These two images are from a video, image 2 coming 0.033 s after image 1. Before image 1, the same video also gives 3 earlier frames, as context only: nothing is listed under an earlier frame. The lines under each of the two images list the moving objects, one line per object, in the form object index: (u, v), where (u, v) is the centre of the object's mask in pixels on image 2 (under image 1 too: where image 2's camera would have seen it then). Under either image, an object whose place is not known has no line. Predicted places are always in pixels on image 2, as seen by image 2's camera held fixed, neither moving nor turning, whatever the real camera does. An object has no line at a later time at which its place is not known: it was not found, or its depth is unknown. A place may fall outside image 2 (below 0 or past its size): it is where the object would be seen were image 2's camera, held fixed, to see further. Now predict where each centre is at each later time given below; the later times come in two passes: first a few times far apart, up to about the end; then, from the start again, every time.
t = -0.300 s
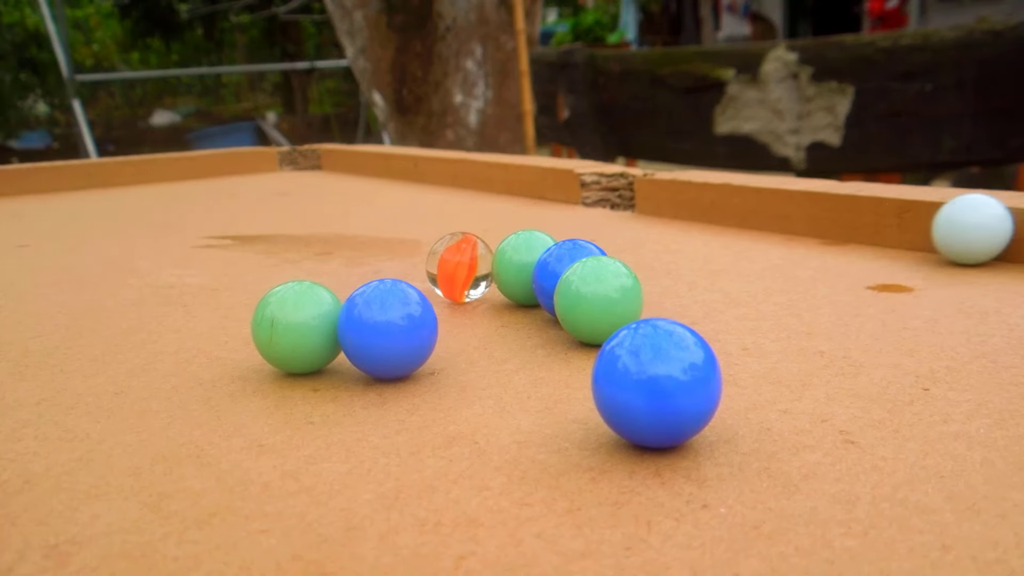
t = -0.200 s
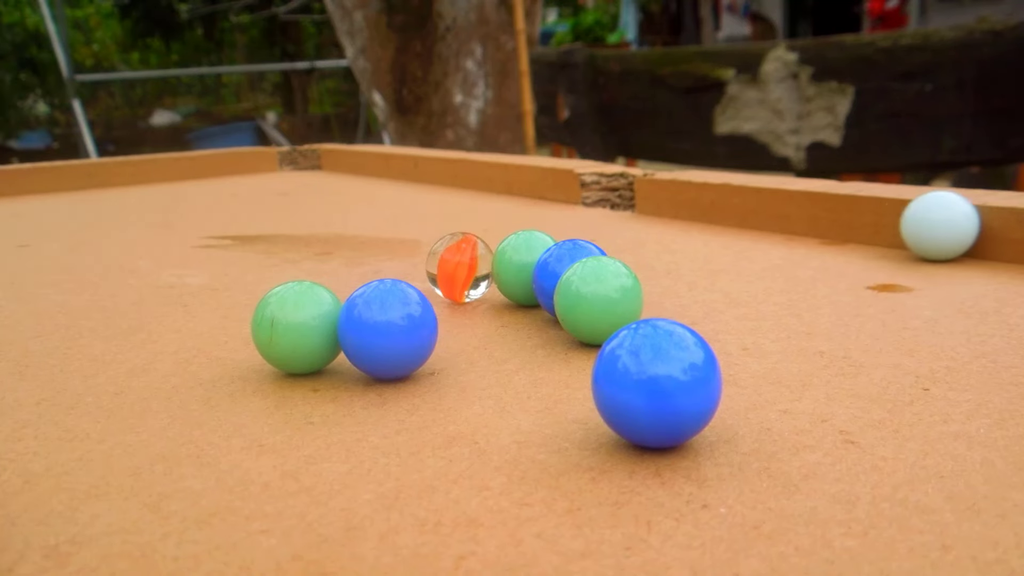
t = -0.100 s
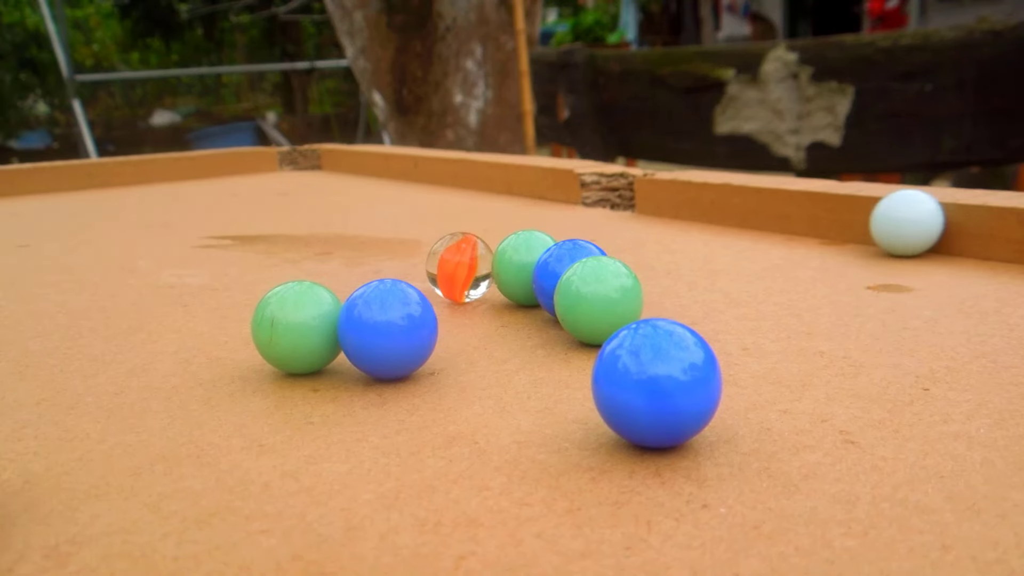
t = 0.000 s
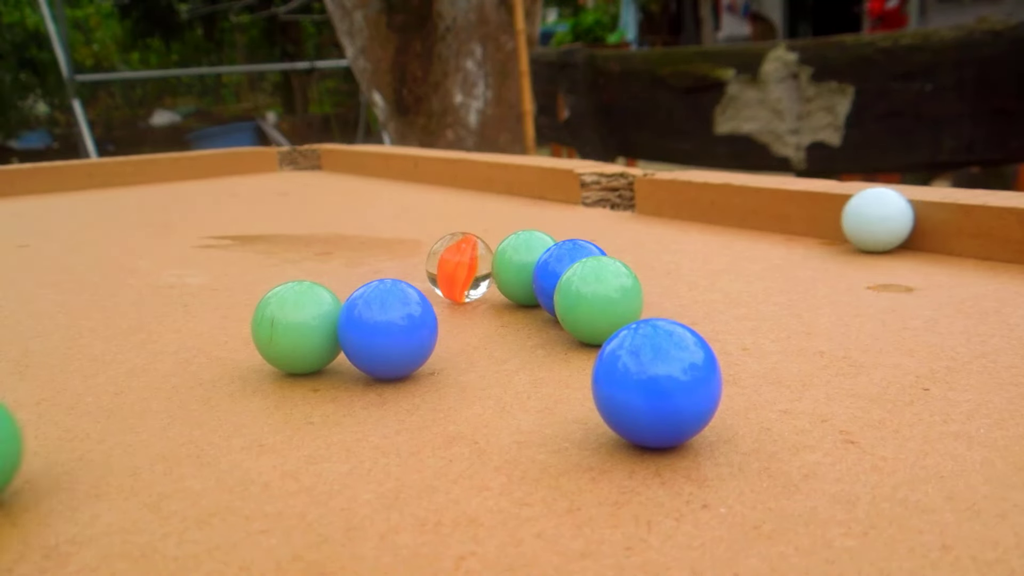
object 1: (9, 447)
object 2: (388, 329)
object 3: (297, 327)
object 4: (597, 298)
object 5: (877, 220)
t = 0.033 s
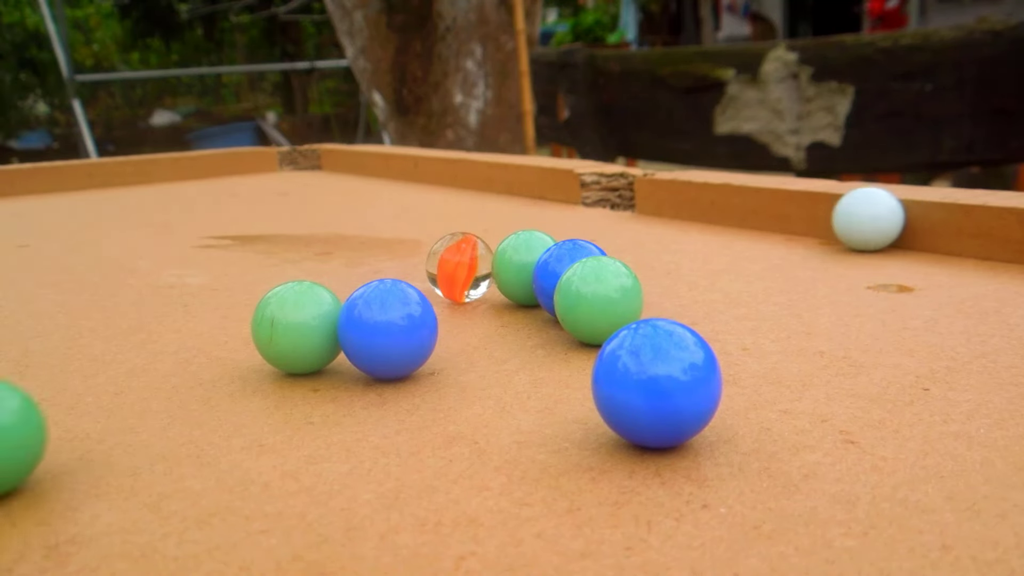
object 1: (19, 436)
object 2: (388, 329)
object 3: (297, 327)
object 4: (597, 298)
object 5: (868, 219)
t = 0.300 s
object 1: (123, 365)
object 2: (388, 329)
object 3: (297, 327)
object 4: (597, 298)
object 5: (815, 212)
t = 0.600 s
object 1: (226, 314)
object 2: (420, 329)
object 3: (312, 322)
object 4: (597, 298)
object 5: (771, 208)
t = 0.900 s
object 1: (275, 273)
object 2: (524, 325)
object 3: (314, 322)
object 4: (601, 297)
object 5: (742, 205)
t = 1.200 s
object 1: (360, 251)
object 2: (579, 318)
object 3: (314, 321)
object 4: (636, 284)
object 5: (745, 206)
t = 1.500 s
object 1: (451, 219)
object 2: (623, 298)
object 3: (314, 321)
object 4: (685, 280)
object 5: (749, 206)
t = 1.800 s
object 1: (553, 205)
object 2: (715, 290)
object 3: (314, 321)
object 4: (710, 243)
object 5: (749, 206)
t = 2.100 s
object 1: (603, 194)
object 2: (798, 267)
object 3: (314, 321)
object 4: (743, 242)
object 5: (749, 198)
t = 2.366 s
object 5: (741, 203)
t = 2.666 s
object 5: (736, 204)
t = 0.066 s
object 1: (28, 425)
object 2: (388, 329)
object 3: (297, 327)
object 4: (597, 298)
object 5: (859, 218)
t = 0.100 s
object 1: (36, 416)
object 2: (388, 329)
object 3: (297, 327)
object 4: (597, 298)
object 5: (850, 217)
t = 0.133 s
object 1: (44, 407)
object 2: (388, 329)
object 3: (297, 327)
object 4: (597, 298)
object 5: (842, 216)
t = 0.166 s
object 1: (54, 398)
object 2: (388, 329)
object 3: (297, 327)
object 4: (597, 298)
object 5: (835, 215)
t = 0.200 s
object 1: (69, 390)
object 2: (388, 329)
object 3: (297, 327)
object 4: (597, 298)
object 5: (829, 214)
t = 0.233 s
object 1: (88, 381)
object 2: (388, 329)
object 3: (297, 327)
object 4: (597, 298)
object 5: (824, 213)
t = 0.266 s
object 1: (105, 373)
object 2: (388, 329)
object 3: (297, 327)
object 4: (597, 298)
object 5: (819, 213)
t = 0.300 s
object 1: (123, 365)
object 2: (388, 329)
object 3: (297, 327)
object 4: (597, 298)
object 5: (815, 212)
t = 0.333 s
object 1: (142, 358)
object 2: (388, 329)
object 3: (297, 327)
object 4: (597, 298)
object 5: (810, 212)
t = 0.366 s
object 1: (161, 351)
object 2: (388, 329)
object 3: (297, 327)
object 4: (597, 298)
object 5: (805, 212)
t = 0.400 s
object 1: (180, 345)
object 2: (388, 329)
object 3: (297, 327)
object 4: (597, 298)
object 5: (799, 211)
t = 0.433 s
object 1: (201, 339)
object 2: (388, 329)
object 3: (297, 327)
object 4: (597, 298)
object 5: (794, 211)
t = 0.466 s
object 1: (207, 334)
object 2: (395, 329)
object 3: (301, 326)
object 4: (597, 298)
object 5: (789, 210)
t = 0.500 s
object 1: (212, 329)
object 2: (401, 329)
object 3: (303, 325)
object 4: (597, 298)
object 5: (784, 210)
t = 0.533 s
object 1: (216, 324)
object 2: (407, 329)
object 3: (306, 324)
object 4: (597, 298)
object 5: (779, 209)
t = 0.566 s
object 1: (221, 319)
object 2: (413, 329)
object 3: (310, 323)
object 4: (597, 298)
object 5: (775, 209)
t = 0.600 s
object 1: (226, 314)
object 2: (420, 329)
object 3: (312, 322)
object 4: (597, 298)
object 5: (771, 208)
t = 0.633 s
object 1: (231, 310)
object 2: (428, 329)
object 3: (314, 321)
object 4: (597, 298)
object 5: (768, 208)
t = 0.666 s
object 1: (237, 305)
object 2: (437, 329)
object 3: (316, 321)
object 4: (597, 298)
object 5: (765, 208)
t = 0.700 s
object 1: (242, 301)
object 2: (448, 329)
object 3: (316, 320)
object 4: (597, 298)
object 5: (762, 207)
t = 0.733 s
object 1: (246, 296)
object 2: (459, 329)
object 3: (315, 320)
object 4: (597, 298)
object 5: (758, 207)
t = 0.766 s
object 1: (250, 292)
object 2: (470, 329)
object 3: (314, 321)
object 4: (597, 298)
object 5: (755, 207)
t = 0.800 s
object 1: (255, 287)
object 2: (484, 329)
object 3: (313, 322)
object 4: (597, 298)
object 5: (751, 207)
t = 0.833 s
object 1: (261, 282)
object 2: (499, 328)
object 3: (313, 322)
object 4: (597, 299)
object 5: (748, 206)
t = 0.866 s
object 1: (267, 277)
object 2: (512, 326)
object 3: (314, 322)
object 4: (598, 298)
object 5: (745, 206)
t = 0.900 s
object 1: (275, 273)
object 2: (524, 325)
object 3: (314, 322)
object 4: (601, 297)
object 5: (742, 205)
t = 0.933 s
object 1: (283, 268)
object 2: (535, 323)
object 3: (314, 322)
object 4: (605, 295)
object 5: (741, 205)
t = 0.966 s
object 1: (293, 264)
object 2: (546, 322)
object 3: (314, 322)
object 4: (609, 292)
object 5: (740, 205)
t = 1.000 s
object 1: (303, 261)
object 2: (555, 322)
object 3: (314, 322)
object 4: (613, 289)
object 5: (739, 205)
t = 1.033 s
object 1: (314, 259)
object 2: (561, 321)
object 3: (315, 322)
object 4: (617, 287)
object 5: (740, 205)
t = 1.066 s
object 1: (324, 257)
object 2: (566, 320)
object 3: (314, 322)
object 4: (620, 285)
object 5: (741, 205)
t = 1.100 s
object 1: (333, 256)
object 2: (569, 320)
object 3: (314, 322)
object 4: (623, 285)
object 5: (741, 205)
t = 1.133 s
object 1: (342, 255)
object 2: (572, 320)
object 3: (314, 321)
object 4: (627, 284)
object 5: (742, 205)
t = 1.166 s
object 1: (351, 254)
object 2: (575, 319)
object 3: (314, 321)
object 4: (631, 284)
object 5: (744, 206)
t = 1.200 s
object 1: (360, 251)
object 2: (579, 318)
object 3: (314, 321)
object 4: (636, 284)
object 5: (745, 206)
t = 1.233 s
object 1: (370, 248)
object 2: (583, 316)
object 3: (314, 321)
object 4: (643, 284)
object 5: (746, 206)
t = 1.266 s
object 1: (379, 245)
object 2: (588, 314)
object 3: (314, 321)
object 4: (649, 284)
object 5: (747, 206)
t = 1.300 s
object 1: (389, 242)
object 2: (593, 311)
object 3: (314, 321)
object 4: (655, 283)
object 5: (748, 206)
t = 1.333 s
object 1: (399, 240)
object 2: (596, 310)
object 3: (314, 321)
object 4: (660, 283)
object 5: (749, 206)
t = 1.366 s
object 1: (409, 237)
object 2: (599, 307)
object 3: (314, 321)
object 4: (664, 283)
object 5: (749, 206)
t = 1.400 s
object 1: (419, 232)
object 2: (603, 306)
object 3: (314, 321)
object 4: (668, 282)
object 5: (749, 206)
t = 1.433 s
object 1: (428, 227)
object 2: (608, 303)
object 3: (314, 321)
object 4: (673, 282)
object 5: (749, 206)
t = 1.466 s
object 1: (440, 223)
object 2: (615, 301)
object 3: (314, 321)
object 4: (678, 281)
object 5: (749, 206)
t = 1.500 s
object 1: (451, 219)
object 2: (623, 298)
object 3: (314, 321)
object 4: (685, 280)
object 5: (749, 206)
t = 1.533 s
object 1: (465, 218)
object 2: (633, 295)
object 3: (314, 321)
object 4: (691, 279)
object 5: (749, 206)
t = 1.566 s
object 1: (476, 218)
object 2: (642, 293)
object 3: (314, 321)
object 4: (697, 277)
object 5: (749, 206)
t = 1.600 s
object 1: (486, 218)
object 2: (653, 292)
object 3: (314, 321)
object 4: (703, 273)
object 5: (749, 206)
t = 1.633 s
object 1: (497, 216)
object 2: (663, 291)
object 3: (314, 321)
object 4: (708, 268)
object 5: (749, 206)
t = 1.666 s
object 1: (508, 212)
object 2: (674, 290)
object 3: (314, 321)
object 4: (711, 262)
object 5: (749, 206)
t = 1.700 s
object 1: (520, 210)
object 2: (685, 291)
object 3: (314, 321)
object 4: (712, 255)
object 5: (749, 206)
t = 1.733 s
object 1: (531, 208)
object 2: (695, 291)
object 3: (314, 321)
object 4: (711, 249)
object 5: (749, 206)
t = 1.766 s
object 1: (542, 207)
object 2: (705, 290)
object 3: (314, 321)
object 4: (710, 245)
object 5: (749, 206)
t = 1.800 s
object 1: (553, 205)
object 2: (715, 290)
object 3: (314, 321)
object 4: (710, 243)
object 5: (749, 206)
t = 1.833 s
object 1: (565, 202)
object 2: (726, 288)
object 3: (314, 321)
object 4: (712, 242)
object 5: (749, 206)
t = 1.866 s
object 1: (576, 200)
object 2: (737, 286)
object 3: (314, 321)
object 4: (714, 243)
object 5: (750, 205)
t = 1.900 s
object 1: (588, 198)
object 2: (747, 284)
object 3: (314, 321)
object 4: (716, 244)
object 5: (750, 204)
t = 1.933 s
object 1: (600, 196)
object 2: (758, 281)
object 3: (314, 321)
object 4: (720, 246)
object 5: (750, 203)
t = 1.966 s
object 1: (612, 194)
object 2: (766, 278)
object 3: (314, 321)
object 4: (723, 246)
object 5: (750, 202)
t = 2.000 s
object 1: (619, 193)
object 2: (774, 275)
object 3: (314, 321)
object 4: (728, 245)
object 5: (750, 201)
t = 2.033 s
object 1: (613, 193)
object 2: (782, 273)
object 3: (314, 321)
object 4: (733, 244)
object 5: (750, 200)
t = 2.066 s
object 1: (607, 194)
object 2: (790, 270)
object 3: (314, 321)
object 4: (738, 243)
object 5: (750, 199)
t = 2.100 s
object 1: (603, 194)
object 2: (798, 267)
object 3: (314, 321)
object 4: (743, 242)
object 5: (749, 198)
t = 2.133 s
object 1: (600, 194)
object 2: (806, 263)
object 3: (314, 321)
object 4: (748, 240)
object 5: (748, 197)
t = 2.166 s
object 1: (598, 194)
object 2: (814, 260)
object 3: (314, 321)
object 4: (753, 238)
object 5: (747, 197)
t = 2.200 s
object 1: (598, 194)
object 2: (822, 256)
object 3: (314, 321)
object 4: (758, 235)
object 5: (746, 197)
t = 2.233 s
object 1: (598, 194)
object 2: (831, 253)
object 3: (314, 321)
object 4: (764, 233)
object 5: (744, 197)
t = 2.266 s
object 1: (599, 194)
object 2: (842, 250)
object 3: (314, 321)
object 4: (769, 231)
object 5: (743, 199)
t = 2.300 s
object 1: (602, 193)
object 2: (852, 248)
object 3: (314, 321)
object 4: (773, 228)
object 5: (742, 200)
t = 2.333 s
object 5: (741, 202)
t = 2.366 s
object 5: (741, 203)
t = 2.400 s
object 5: (742, 204)
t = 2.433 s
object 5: (743, 205)
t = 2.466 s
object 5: (745, 206)
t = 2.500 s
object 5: (745, 206)
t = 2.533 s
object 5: (742, 205)
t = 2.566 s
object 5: (739, 205)
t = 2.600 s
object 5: (737, 205)
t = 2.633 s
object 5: (736, 204)
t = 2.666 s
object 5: (736, 204)
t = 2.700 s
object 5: (735, 204)
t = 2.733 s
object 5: (736, 204)
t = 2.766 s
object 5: (736, 204)
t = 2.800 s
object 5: (737, 205)
